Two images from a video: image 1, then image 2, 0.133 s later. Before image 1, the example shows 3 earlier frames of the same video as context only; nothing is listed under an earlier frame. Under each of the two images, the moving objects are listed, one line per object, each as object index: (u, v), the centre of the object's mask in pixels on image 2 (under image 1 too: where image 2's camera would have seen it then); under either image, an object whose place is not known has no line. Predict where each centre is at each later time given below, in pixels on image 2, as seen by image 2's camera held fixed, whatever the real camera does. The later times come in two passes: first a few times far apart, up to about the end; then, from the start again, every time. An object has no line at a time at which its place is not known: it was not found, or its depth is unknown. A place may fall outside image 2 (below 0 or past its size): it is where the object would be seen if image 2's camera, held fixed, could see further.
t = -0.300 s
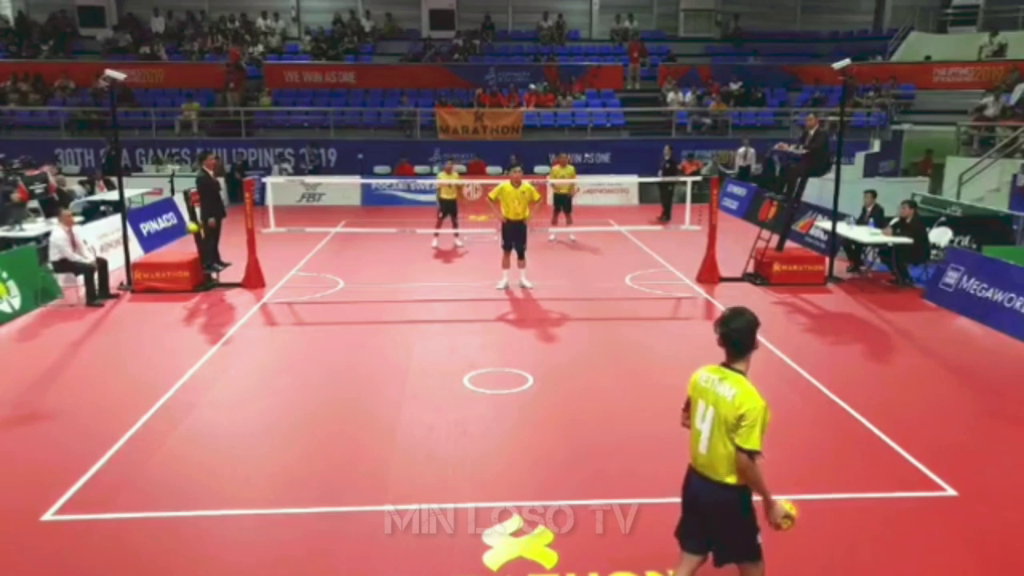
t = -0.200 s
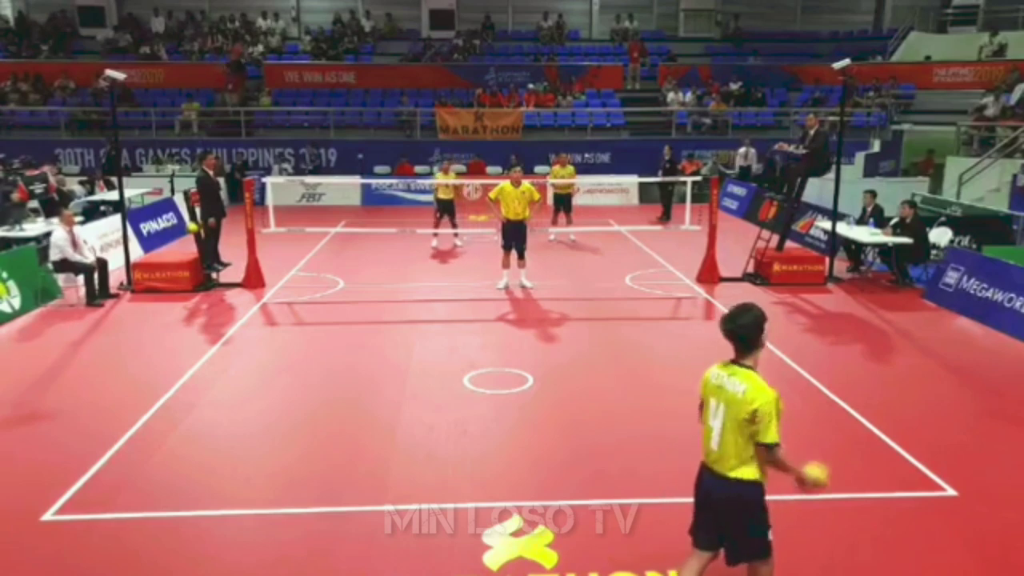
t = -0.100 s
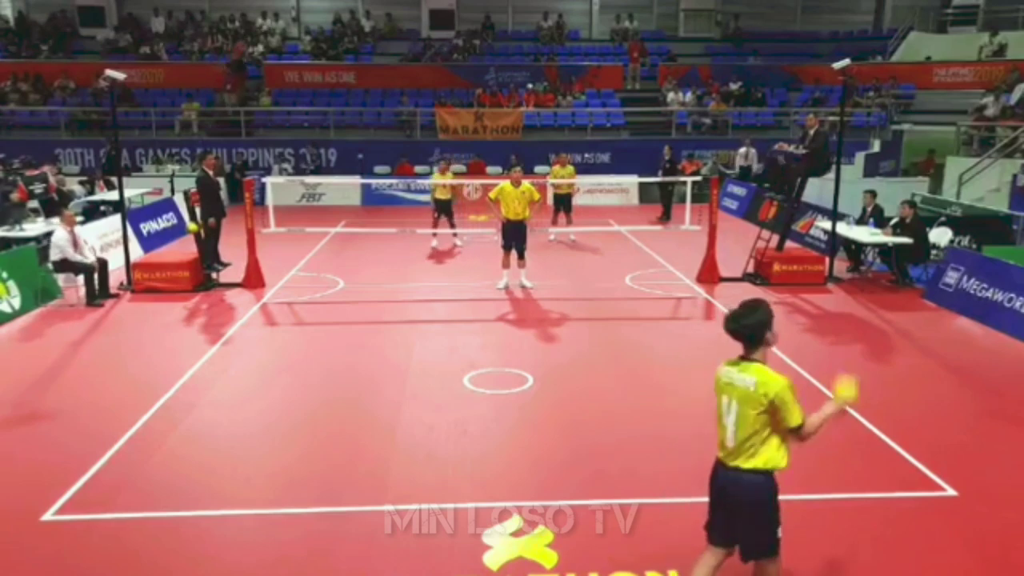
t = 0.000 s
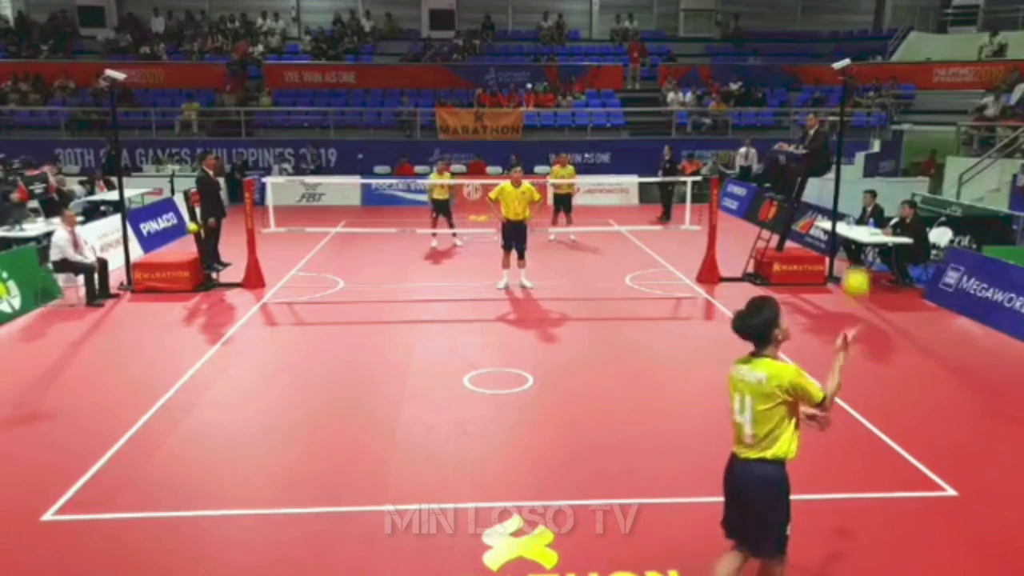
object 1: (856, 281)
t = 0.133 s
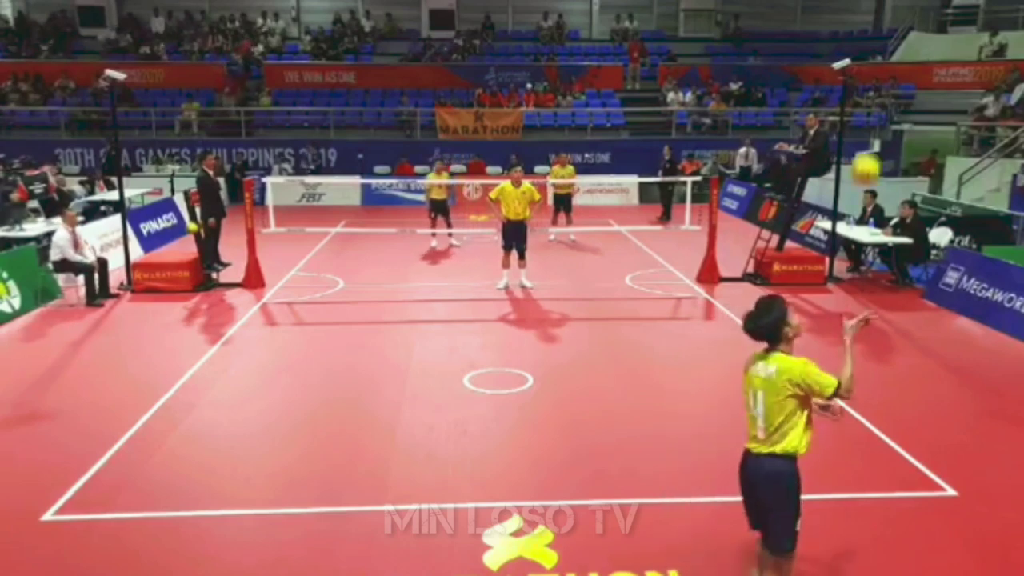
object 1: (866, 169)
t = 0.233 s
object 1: (871, 107)
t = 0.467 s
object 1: (875, 42)
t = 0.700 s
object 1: (868, 87)
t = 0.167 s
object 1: (868, 144)
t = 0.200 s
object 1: (869, 124)
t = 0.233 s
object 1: (871, 107)
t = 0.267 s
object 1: (872, 90)
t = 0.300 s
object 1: (873, 76)
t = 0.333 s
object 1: (874, 64)
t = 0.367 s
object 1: (874, 53)
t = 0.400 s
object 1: (875, 48)
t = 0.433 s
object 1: (875, 45)
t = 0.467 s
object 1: (875, 42)
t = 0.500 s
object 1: (875, 42)
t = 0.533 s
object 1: (874, 44)
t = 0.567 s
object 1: (874, 48)
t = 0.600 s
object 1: (873, 54)
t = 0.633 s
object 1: (871, 62)
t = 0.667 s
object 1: (870, 74)
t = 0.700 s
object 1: (868, 87)
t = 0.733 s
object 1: (867, 101)
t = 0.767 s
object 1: (865, 118)
